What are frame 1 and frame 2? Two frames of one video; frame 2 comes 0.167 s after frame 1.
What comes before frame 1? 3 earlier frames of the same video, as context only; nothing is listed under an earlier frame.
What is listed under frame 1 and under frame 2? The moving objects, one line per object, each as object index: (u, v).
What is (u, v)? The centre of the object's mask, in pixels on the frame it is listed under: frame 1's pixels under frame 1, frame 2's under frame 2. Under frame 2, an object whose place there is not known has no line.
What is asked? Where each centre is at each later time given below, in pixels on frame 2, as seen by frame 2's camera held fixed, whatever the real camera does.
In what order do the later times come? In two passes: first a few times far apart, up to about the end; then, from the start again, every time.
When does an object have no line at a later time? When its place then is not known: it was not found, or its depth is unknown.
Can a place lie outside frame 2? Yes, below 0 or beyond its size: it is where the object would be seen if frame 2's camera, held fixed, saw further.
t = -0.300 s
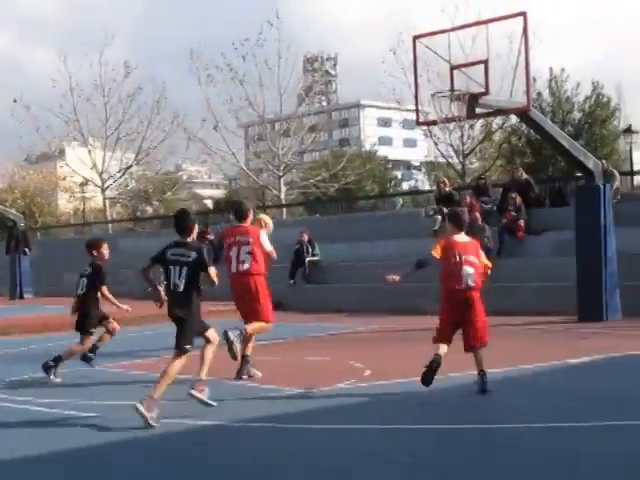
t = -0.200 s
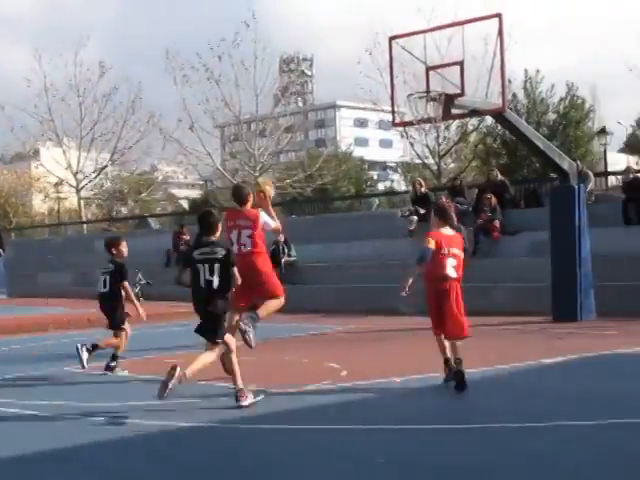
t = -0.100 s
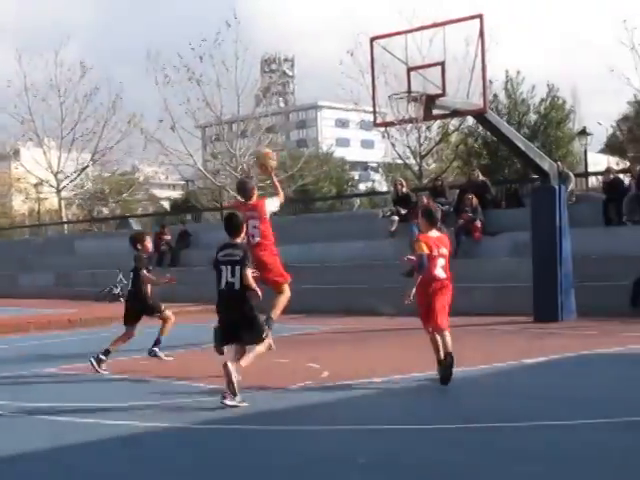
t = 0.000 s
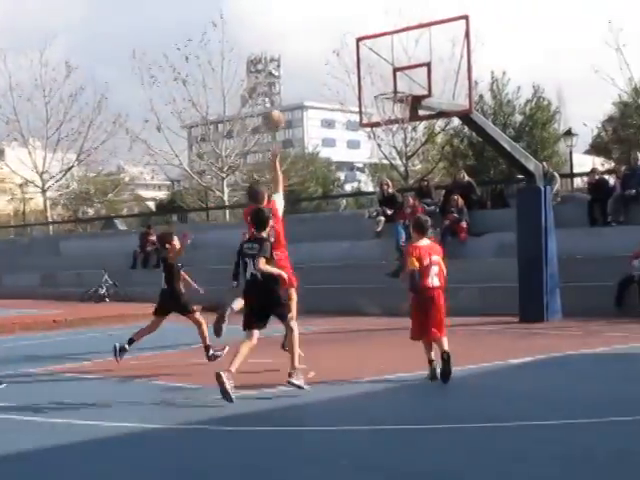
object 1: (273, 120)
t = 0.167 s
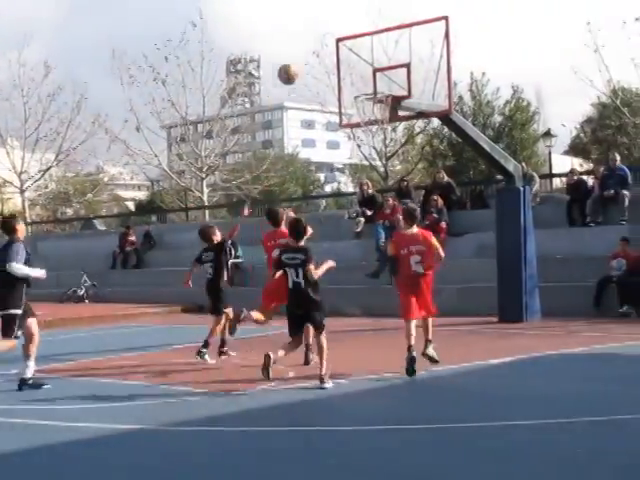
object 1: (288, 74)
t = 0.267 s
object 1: (307, 61)
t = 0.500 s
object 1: (349, 63)
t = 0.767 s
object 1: (365, 90)
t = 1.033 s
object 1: (391, 69)
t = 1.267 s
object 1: (372, 87)
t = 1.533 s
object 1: (356, 88)
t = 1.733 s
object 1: (341, 97)
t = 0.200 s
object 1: (296, 67)
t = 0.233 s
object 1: (301, 63)
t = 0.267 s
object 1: (307, 61)
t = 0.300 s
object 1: (314, 58)
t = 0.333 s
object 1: (320, 57)
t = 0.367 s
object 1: (326, 56)
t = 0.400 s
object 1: (332, 56)
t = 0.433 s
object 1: (338, 57)
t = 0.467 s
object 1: (343, 59)
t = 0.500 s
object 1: (349, 63)
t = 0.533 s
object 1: (355, 65)
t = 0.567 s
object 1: (361, 70)
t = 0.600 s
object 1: (366, 75)
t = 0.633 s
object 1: (370, 83)
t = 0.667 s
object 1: (375, 89)
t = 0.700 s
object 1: (375, 91)
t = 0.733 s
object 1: (367, 92)
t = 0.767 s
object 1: (365, 90)
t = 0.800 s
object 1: (367, 85)
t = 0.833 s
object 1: (372, 79)
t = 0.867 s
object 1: (376, 75)
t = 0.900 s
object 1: (380, 72)
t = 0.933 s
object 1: (383, 70)
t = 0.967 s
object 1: (387, 69)
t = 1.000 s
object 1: (391, 68)
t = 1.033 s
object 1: (391, 69)
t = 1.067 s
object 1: (390, 71)
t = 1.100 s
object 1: (389, 74)
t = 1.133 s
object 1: (387, 78)
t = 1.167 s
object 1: (386, 83)
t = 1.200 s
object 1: (383, 85)
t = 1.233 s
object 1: (378, 86)
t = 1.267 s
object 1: (372, 87)
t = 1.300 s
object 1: (367, 89)
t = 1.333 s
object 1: (365, 89)
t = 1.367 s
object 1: (363, 87)
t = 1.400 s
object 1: (361, 86)
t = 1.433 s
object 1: (359, 85)
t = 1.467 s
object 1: (359, 85)
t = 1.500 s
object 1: (357, 86)
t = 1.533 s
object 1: (356, 88)
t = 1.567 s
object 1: (354, 89)
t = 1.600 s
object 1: (352, 89)
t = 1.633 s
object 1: (349, 90)
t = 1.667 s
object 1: (348, 91)
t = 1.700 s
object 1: (344, 94)
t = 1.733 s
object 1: (341, 97)
